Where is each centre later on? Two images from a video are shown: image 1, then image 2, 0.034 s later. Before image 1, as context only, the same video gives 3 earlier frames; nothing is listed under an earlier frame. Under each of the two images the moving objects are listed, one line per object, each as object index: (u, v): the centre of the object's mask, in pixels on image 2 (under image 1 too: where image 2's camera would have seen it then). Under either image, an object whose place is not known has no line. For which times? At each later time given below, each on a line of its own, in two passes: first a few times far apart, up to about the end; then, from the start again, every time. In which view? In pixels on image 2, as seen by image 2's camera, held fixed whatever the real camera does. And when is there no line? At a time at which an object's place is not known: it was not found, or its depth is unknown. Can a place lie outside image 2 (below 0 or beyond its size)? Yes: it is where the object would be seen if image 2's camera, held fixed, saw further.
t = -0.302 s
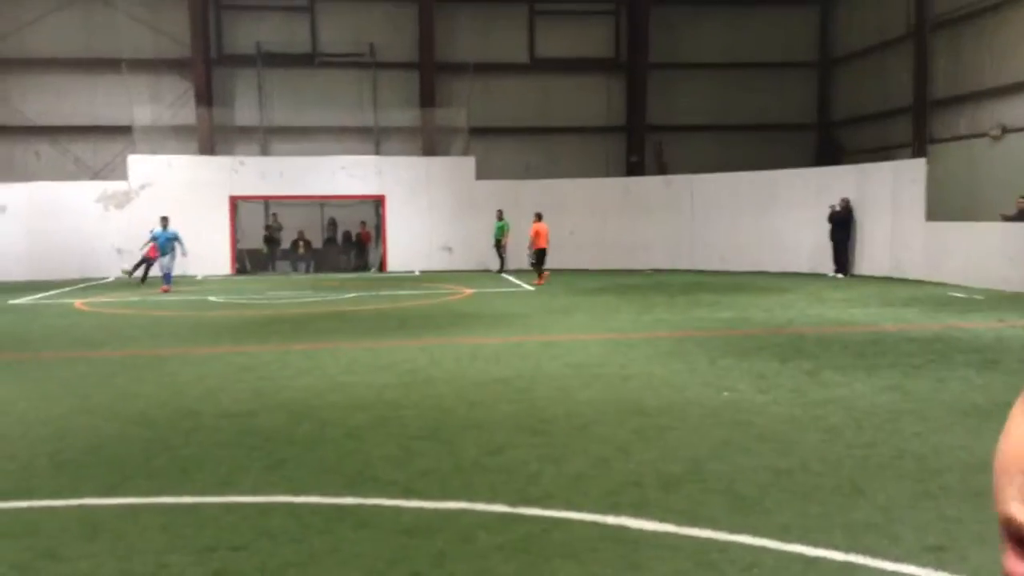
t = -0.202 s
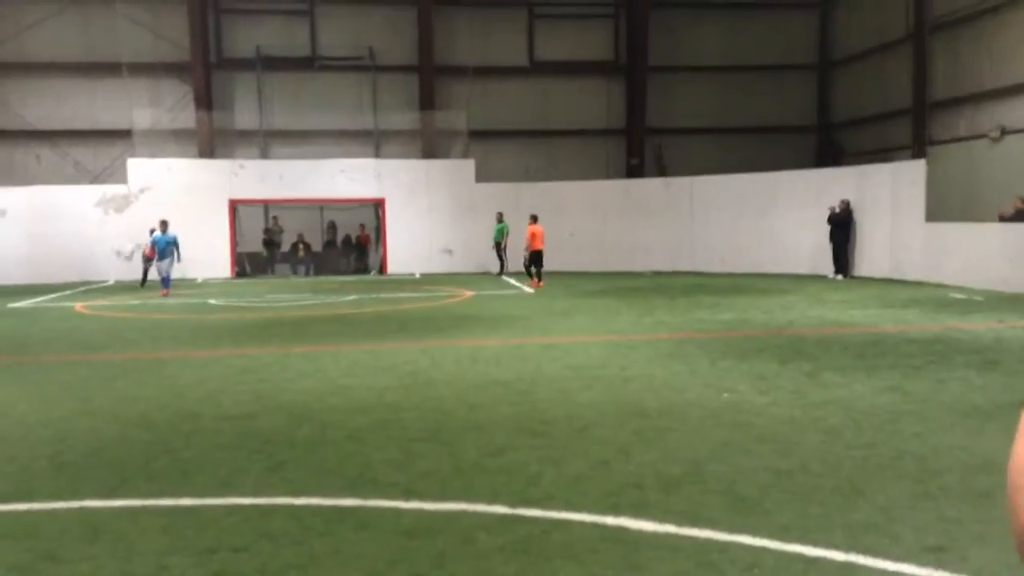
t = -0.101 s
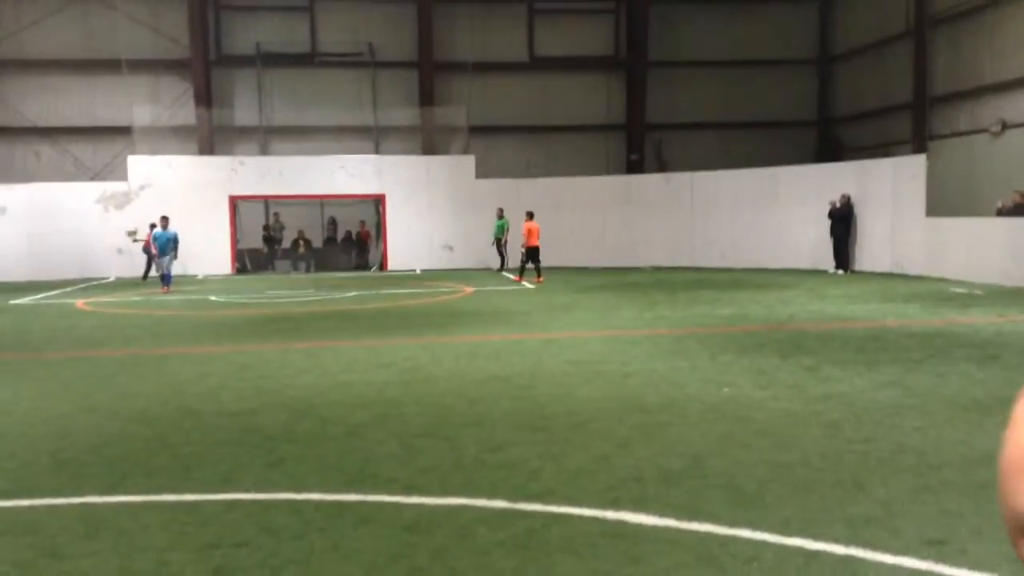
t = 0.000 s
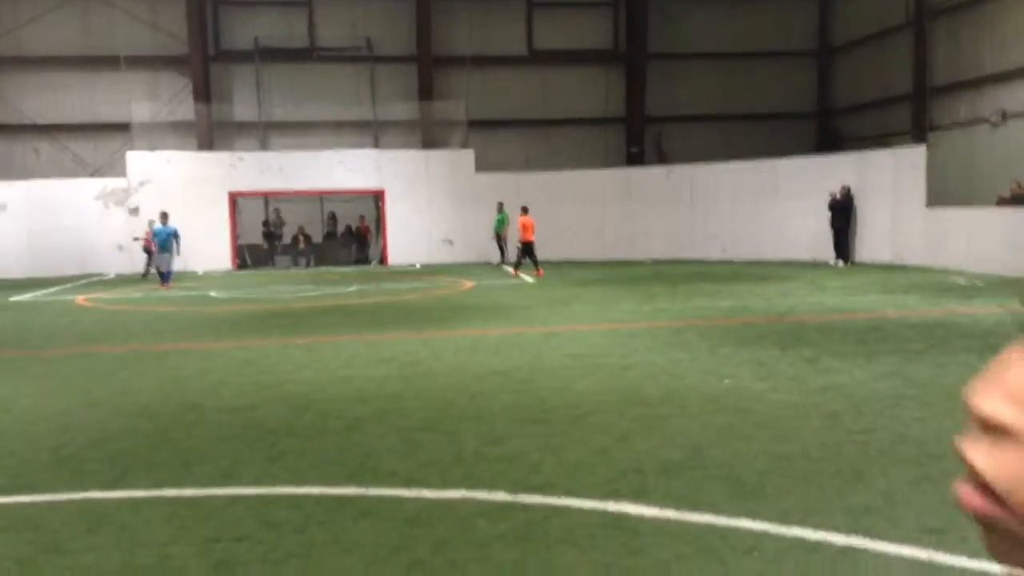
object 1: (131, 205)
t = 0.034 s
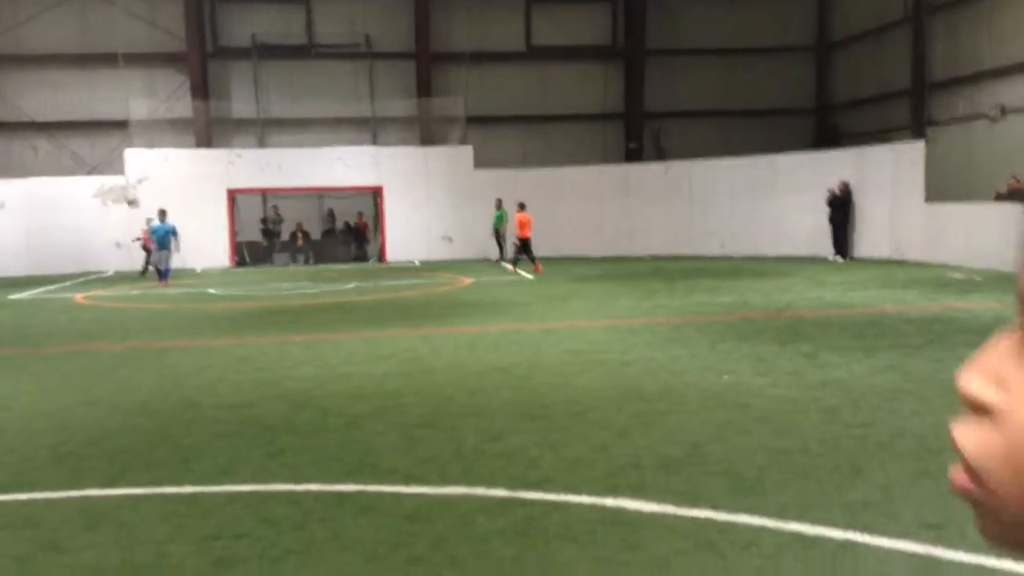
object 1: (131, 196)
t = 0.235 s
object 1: (133, 170)
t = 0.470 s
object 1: (134, 146)
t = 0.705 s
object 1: (138, 158)
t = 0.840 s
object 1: (142, 222)
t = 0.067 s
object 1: (132, 195)
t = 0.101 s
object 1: (132, 190)
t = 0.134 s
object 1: (132, 185)
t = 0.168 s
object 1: (132, 180)
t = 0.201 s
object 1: (133, 175)
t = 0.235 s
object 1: (133, 170)
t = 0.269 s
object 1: (133, 165)
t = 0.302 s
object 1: (133, 162)
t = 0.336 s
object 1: (133, 156)
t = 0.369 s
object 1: (134, 153)
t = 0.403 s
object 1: (135, 149)
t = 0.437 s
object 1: (135, 147)
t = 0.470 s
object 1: (134, 146)
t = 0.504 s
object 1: (135, 145)
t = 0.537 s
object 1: (136, 145)
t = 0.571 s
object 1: (136, 146)
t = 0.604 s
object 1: (138, 147)
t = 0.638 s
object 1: (138, 148)
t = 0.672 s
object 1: (137, 153)
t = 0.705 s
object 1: (138, 158)
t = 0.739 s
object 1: (139, 163)
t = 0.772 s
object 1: (141, 189)
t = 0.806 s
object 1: (141, 200)
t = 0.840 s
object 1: (142, 222)
